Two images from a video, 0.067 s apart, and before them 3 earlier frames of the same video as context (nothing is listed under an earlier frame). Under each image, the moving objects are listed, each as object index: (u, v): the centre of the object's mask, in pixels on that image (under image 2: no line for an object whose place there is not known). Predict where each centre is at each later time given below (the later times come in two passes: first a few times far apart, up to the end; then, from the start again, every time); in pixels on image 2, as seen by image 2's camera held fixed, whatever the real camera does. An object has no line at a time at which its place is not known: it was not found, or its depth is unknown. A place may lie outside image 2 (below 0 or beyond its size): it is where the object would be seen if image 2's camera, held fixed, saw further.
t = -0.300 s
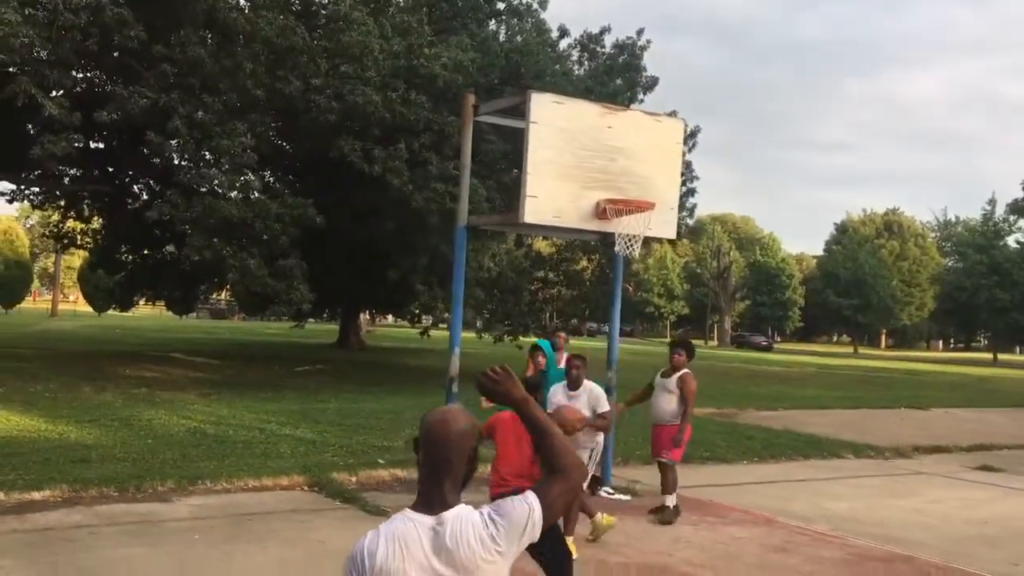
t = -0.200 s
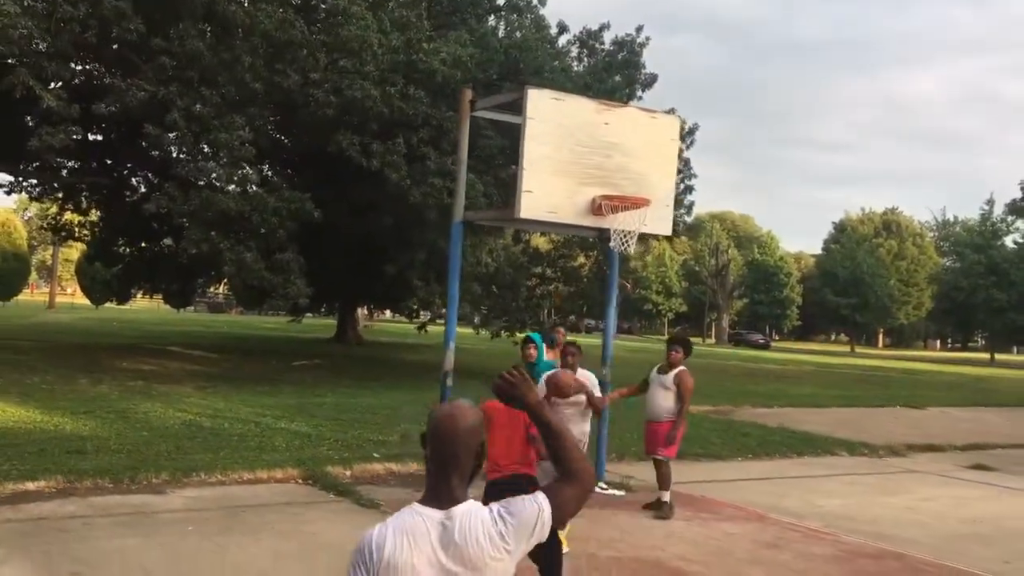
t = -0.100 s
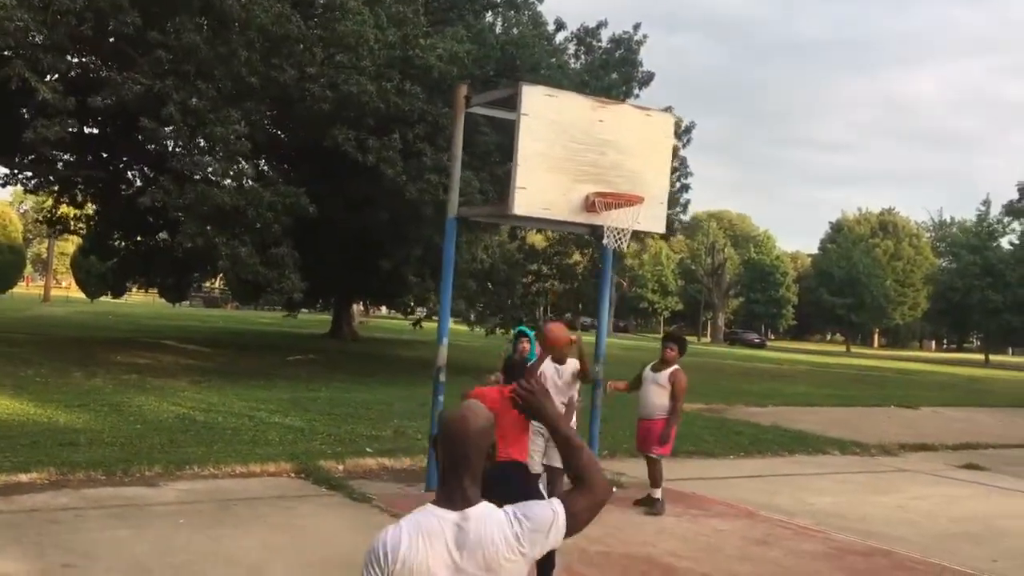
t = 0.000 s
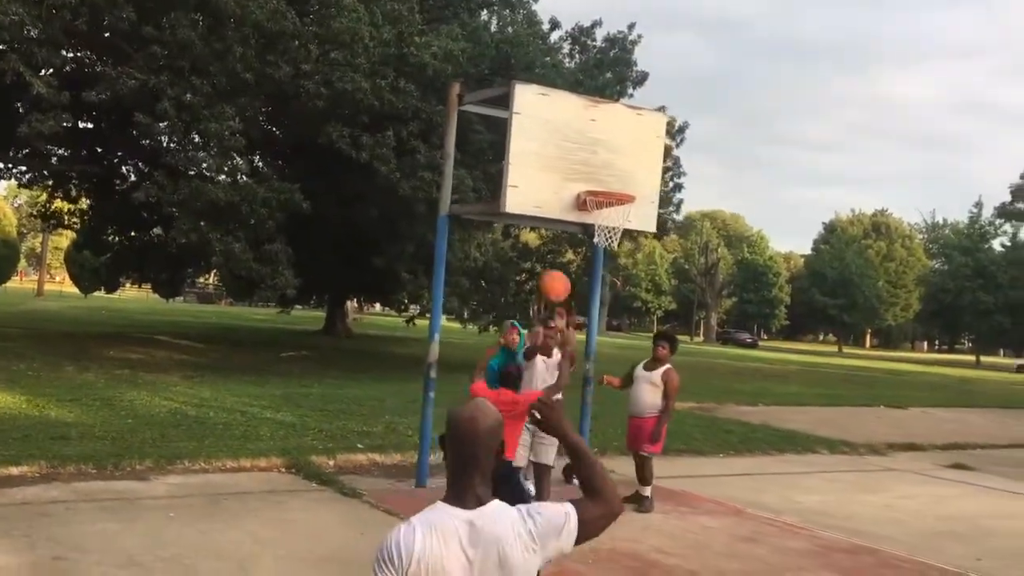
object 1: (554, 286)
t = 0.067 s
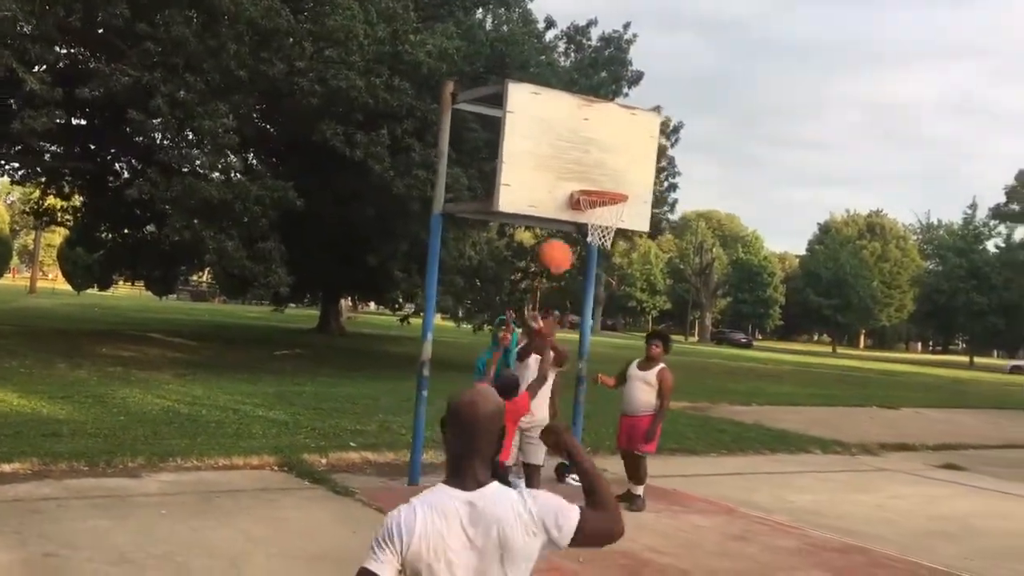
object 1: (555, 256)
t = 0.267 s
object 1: (576, 188)
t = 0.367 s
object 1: (590, 169)
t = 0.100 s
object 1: (558, 243)
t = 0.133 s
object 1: (563, 229)
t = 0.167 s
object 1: (565, 216)
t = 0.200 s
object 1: (568, 206)
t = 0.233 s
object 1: (572, 197)
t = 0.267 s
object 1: (576, 188)
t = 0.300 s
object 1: (580, 179)
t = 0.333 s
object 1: (585, 174)
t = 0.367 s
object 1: (590, 169)
